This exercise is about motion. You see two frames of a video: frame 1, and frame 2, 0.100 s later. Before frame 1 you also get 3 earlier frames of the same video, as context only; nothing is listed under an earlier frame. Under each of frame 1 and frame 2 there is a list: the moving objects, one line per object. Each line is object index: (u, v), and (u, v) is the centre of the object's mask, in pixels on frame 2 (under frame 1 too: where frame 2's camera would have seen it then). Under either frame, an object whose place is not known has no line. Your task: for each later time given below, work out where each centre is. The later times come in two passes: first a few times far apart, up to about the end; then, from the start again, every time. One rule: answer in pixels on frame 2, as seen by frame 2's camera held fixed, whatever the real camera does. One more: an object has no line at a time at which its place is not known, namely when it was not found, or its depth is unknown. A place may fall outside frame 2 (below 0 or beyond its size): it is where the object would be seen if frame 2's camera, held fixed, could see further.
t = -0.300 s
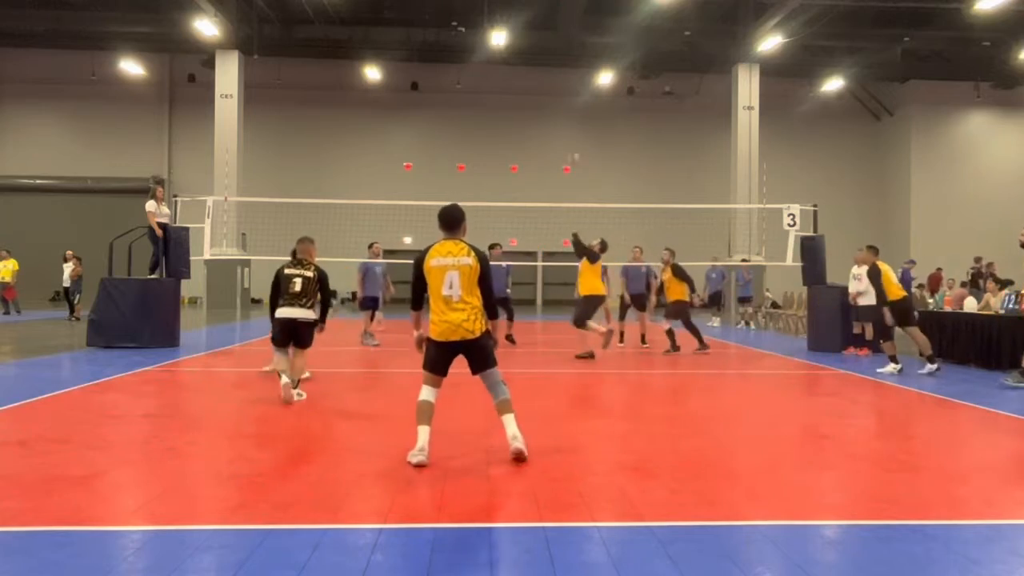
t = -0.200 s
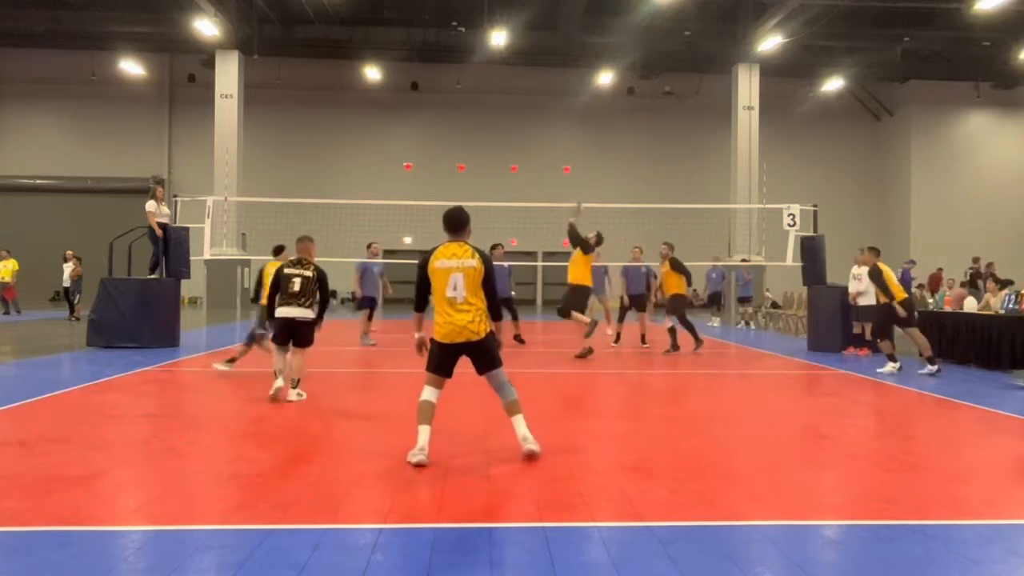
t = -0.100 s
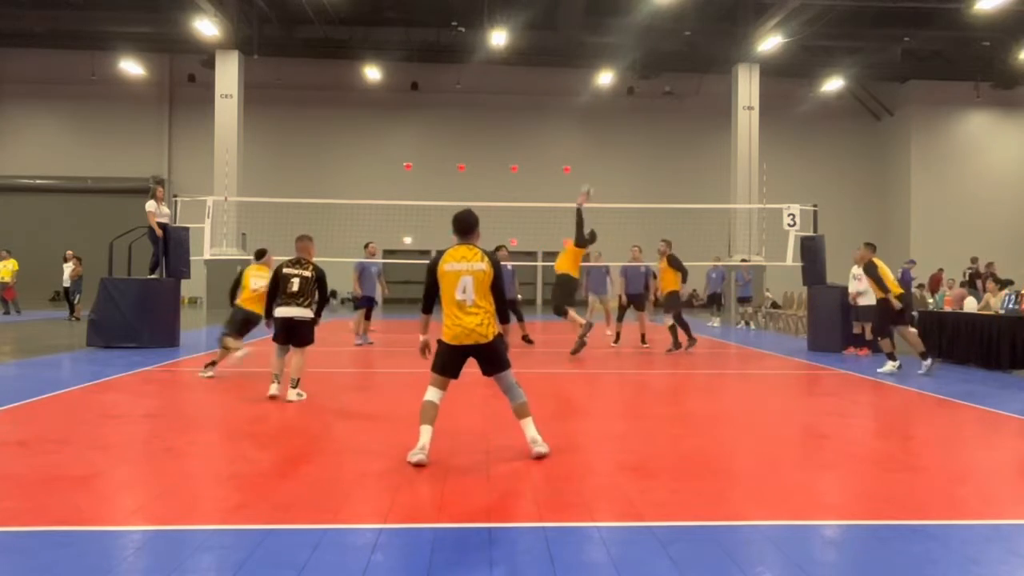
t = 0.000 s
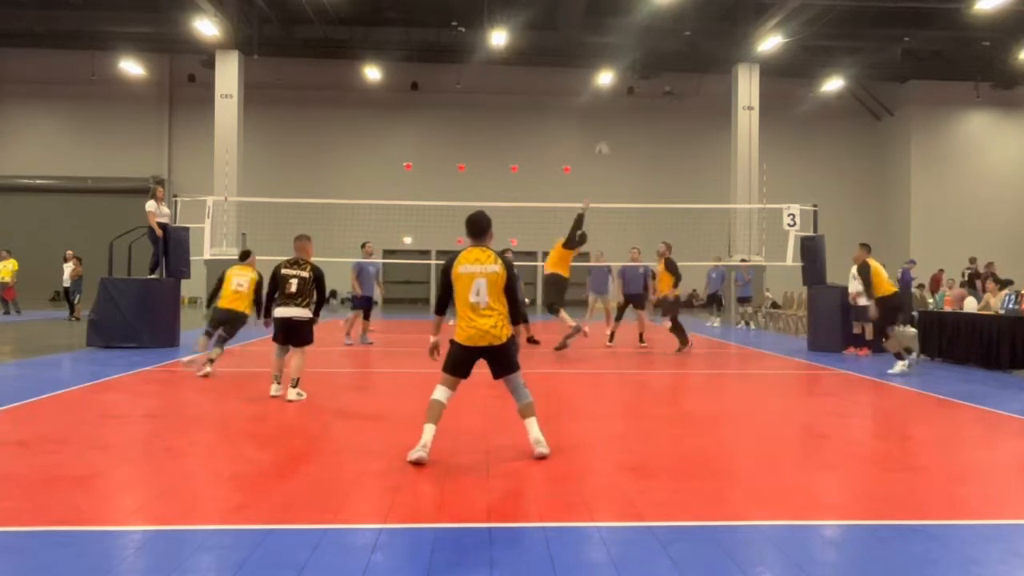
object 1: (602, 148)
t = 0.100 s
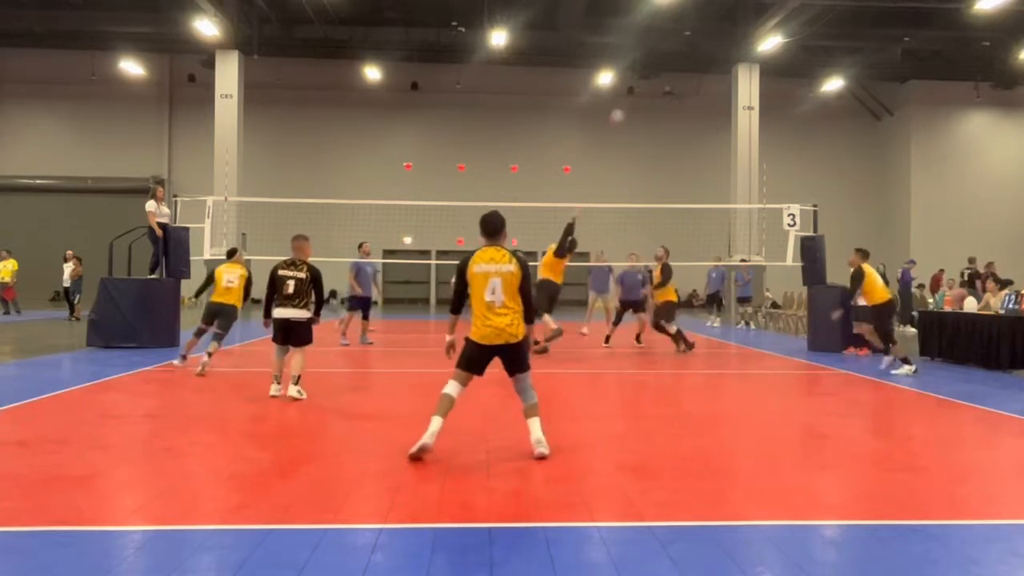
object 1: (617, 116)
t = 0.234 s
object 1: (636, 81)
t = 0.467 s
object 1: (668, 51)
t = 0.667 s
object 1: (695, 52)
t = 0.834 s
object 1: (716, 71)
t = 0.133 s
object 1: (621, 106)
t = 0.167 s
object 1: (627, 96)
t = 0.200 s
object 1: (631, 89)
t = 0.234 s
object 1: (636, 81)
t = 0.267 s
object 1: (641, 75)
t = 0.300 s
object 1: (645, 69)
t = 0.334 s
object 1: (650, 64)
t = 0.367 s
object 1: (655, 60)
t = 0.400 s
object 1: (659, 56)
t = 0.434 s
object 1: (664, 53)
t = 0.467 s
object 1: (668, 51)
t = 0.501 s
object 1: (673, 49)
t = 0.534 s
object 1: (677, 49)
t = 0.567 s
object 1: (682, 48)
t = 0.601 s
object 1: (686, 49)
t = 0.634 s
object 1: (690, 51)
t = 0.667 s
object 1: (695, 52)
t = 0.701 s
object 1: (699, 55)
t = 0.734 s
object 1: (703, 58)
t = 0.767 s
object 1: (708, 62)
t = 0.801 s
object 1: (712, 67)
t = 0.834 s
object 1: (716, 71)
